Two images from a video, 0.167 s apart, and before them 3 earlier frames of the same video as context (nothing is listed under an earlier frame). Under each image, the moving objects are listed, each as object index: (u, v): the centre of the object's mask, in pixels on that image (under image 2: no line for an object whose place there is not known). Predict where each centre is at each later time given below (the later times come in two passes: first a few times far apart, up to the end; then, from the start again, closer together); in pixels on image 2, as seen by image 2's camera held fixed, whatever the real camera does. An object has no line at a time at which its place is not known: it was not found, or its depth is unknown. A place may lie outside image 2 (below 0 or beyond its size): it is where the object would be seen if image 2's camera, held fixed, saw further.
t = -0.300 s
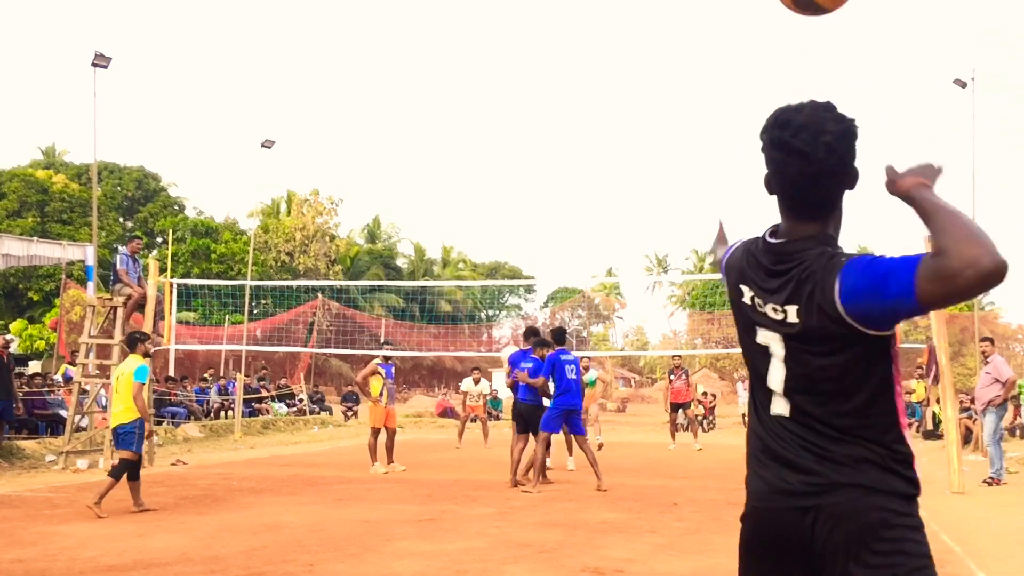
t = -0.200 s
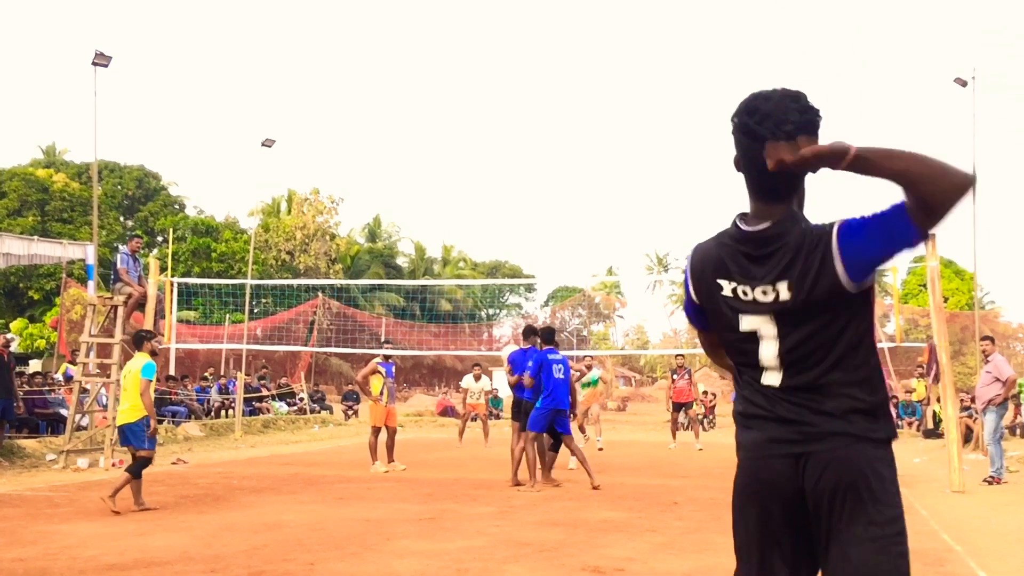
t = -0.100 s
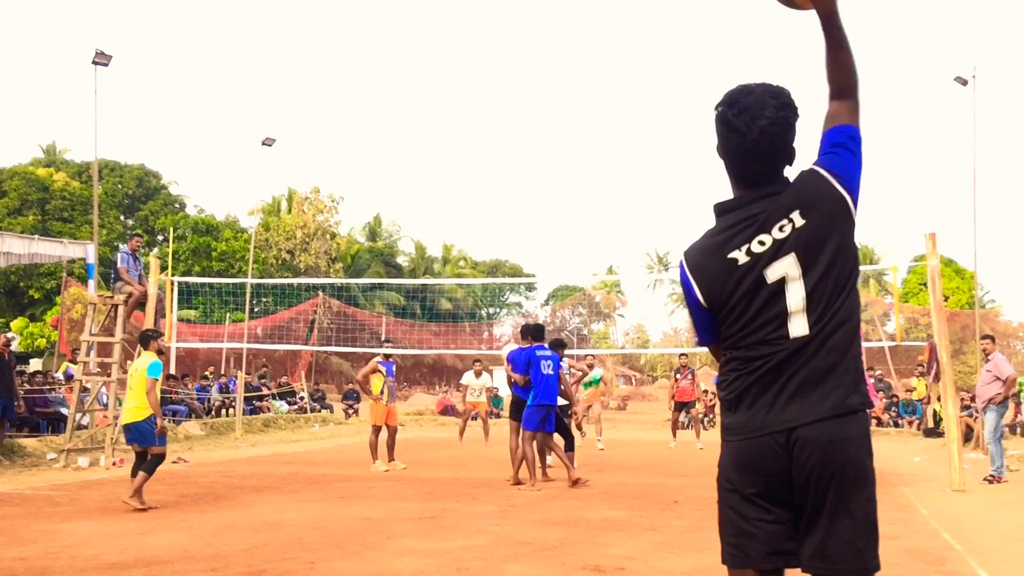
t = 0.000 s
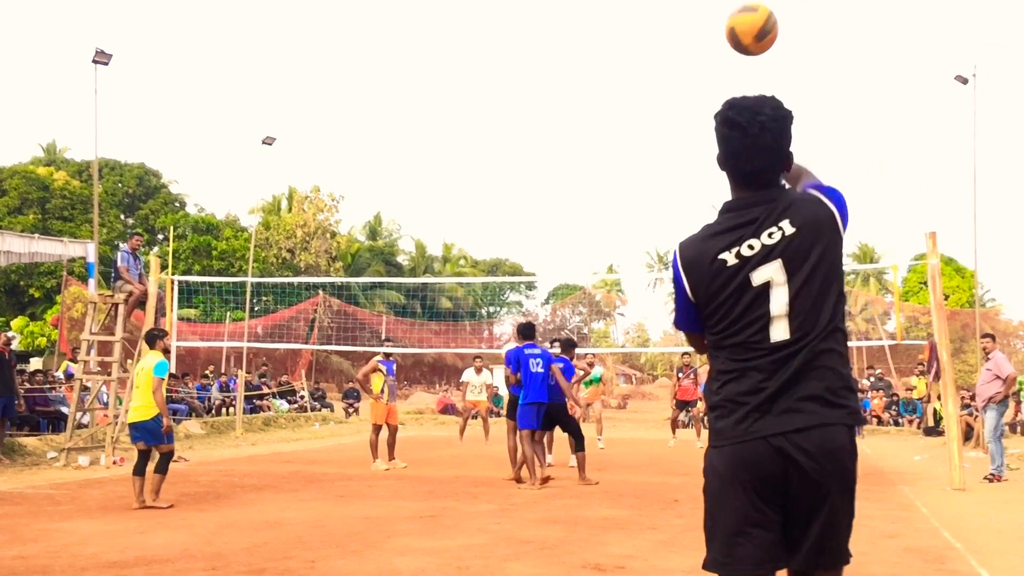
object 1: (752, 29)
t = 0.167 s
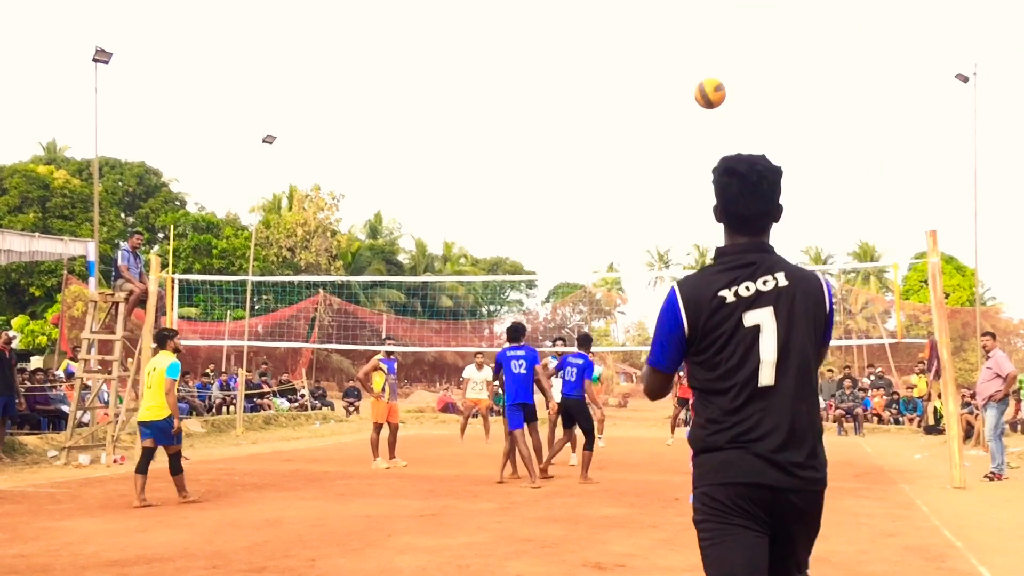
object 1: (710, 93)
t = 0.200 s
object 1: (705, 105)
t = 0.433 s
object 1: (675, 179)
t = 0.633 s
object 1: (666, 238)
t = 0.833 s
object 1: (665, 298)
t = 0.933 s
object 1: (668, 329)
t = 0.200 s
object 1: (705, 105)
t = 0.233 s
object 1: (699, 116)
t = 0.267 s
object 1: (694, 127)
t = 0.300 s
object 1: (689, 138)
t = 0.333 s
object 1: (685, 149)
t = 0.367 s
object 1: (681, 160)
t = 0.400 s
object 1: (678, 170)
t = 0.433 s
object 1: (675, 179)
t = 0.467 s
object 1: (673, 189)
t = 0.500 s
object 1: (671, 198)
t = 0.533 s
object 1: (670, 208)
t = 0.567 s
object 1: (668, 218)
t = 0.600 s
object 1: (667, 228)
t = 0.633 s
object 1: (666, 238)
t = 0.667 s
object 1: (665, 248)
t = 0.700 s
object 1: (664, 258)
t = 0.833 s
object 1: (665, 298)
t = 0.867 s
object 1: (667, 309)
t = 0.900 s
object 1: (667, 320)
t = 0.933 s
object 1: (668, 329)
